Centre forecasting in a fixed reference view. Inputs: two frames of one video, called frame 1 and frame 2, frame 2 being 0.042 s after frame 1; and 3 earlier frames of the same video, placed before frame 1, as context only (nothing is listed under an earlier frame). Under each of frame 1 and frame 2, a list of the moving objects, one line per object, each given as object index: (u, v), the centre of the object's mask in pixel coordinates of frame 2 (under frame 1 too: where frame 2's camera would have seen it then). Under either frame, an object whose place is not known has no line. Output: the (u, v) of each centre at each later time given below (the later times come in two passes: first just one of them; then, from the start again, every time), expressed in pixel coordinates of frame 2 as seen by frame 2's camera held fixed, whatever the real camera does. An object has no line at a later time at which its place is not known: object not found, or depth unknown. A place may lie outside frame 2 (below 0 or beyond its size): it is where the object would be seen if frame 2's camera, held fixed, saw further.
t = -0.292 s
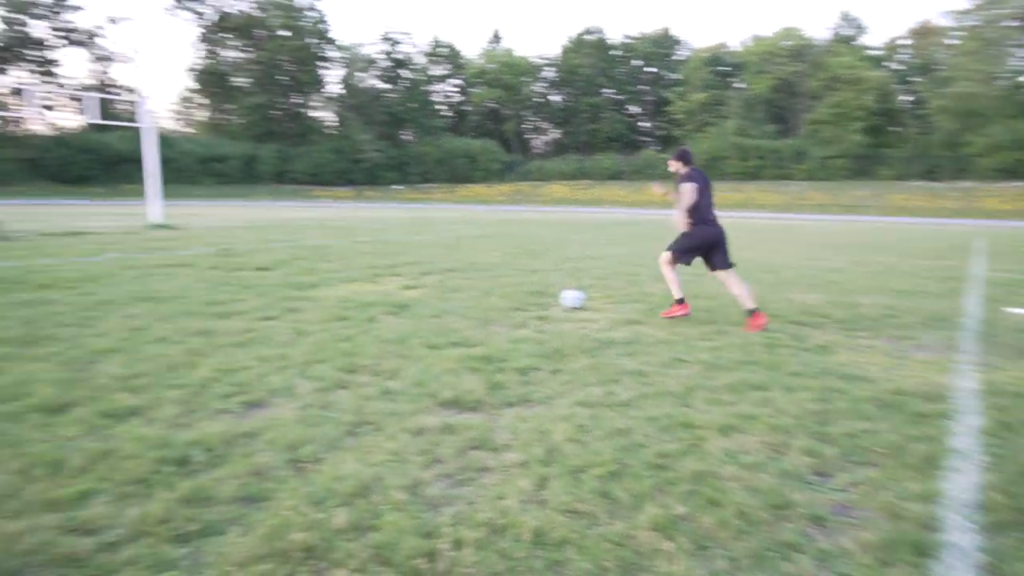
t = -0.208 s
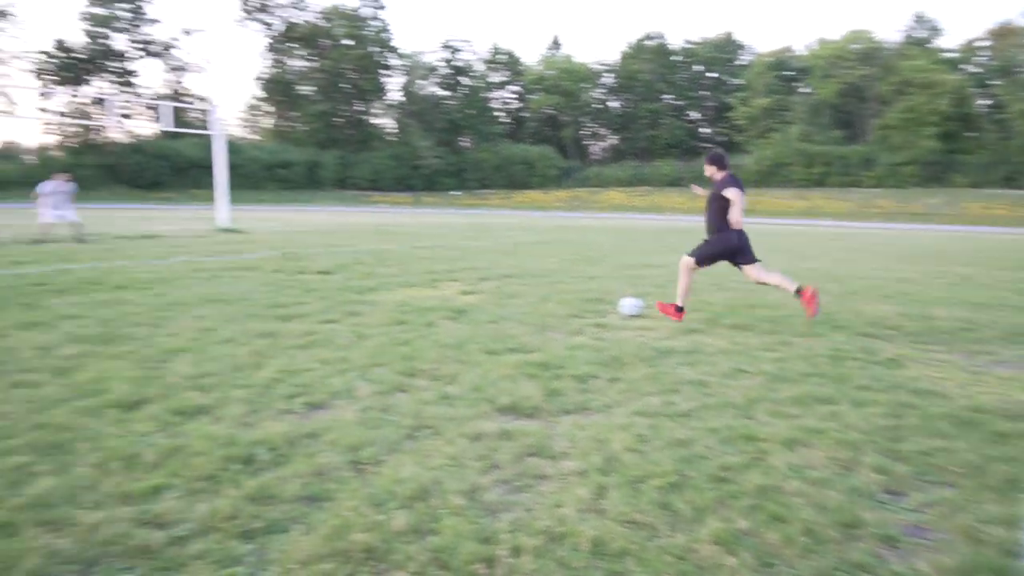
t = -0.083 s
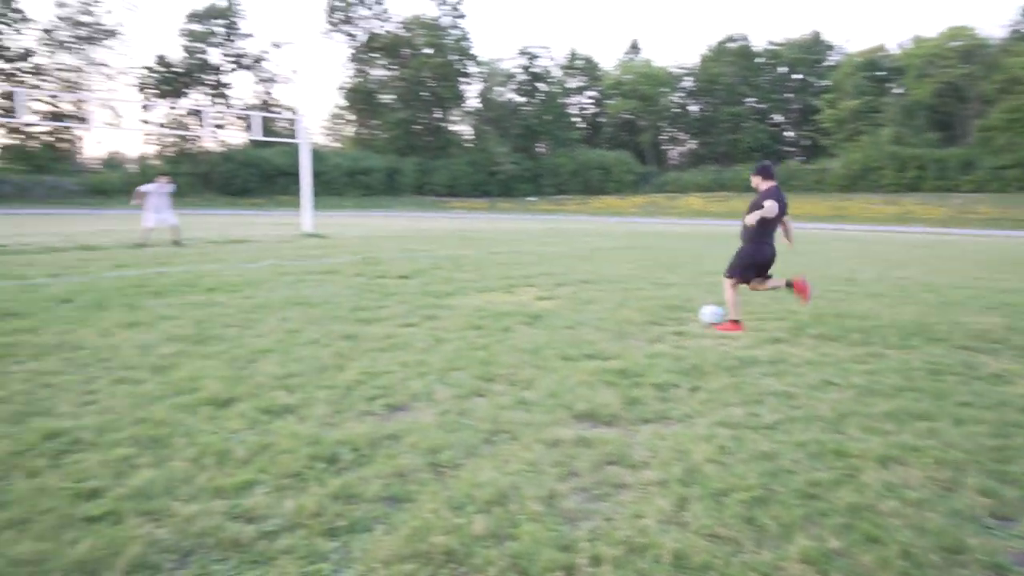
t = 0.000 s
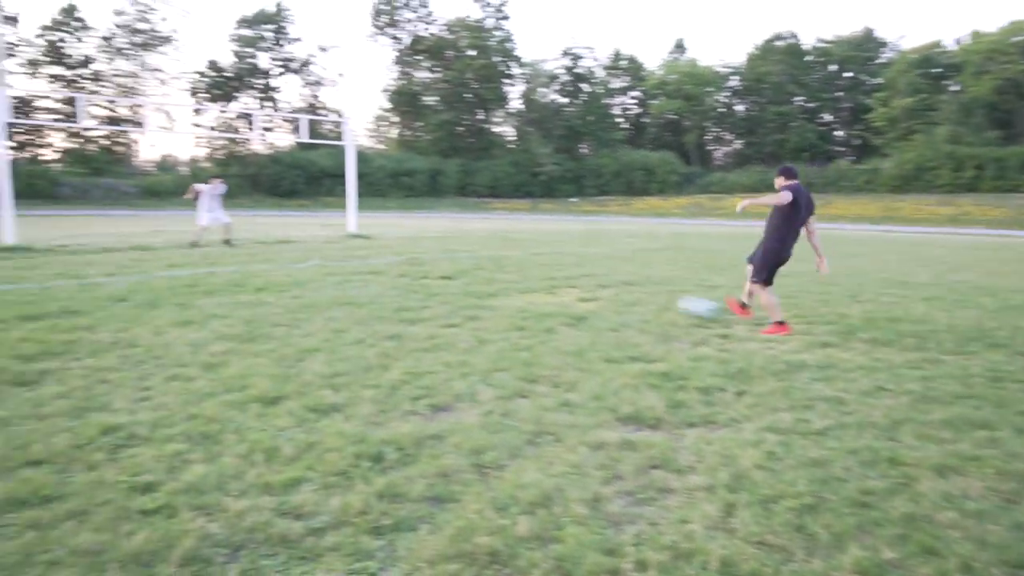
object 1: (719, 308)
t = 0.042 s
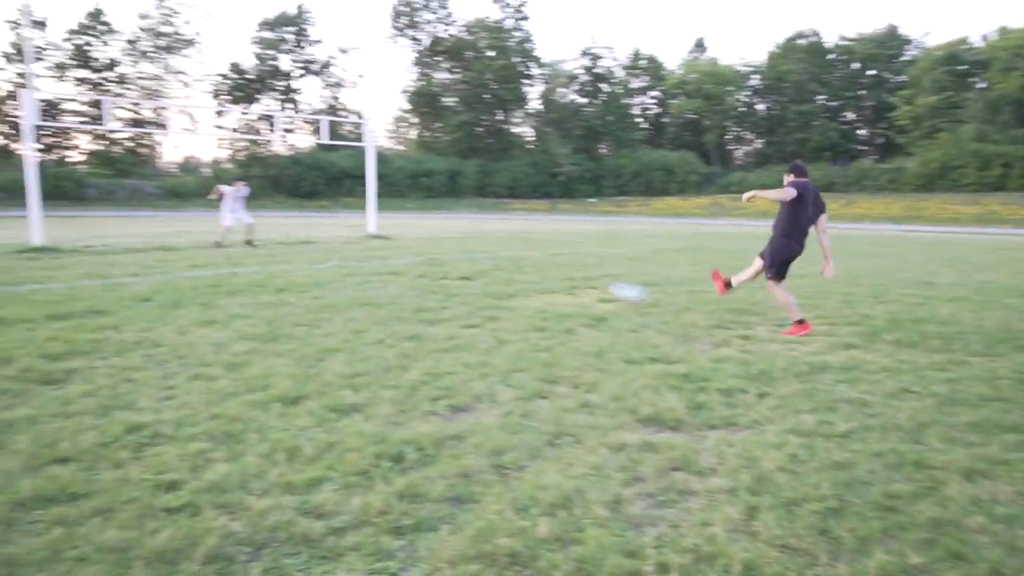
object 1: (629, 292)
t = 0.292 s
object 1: (256, 255)
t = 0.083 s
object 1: (549, 281)
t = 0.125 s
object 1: (476, 272)
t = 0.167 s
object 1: (414, 264)
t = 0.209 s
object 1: (357, 260)
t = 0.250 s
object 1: (304, 256)
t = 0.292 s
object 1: (256, 255)
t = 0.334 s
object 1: (211, 255)
